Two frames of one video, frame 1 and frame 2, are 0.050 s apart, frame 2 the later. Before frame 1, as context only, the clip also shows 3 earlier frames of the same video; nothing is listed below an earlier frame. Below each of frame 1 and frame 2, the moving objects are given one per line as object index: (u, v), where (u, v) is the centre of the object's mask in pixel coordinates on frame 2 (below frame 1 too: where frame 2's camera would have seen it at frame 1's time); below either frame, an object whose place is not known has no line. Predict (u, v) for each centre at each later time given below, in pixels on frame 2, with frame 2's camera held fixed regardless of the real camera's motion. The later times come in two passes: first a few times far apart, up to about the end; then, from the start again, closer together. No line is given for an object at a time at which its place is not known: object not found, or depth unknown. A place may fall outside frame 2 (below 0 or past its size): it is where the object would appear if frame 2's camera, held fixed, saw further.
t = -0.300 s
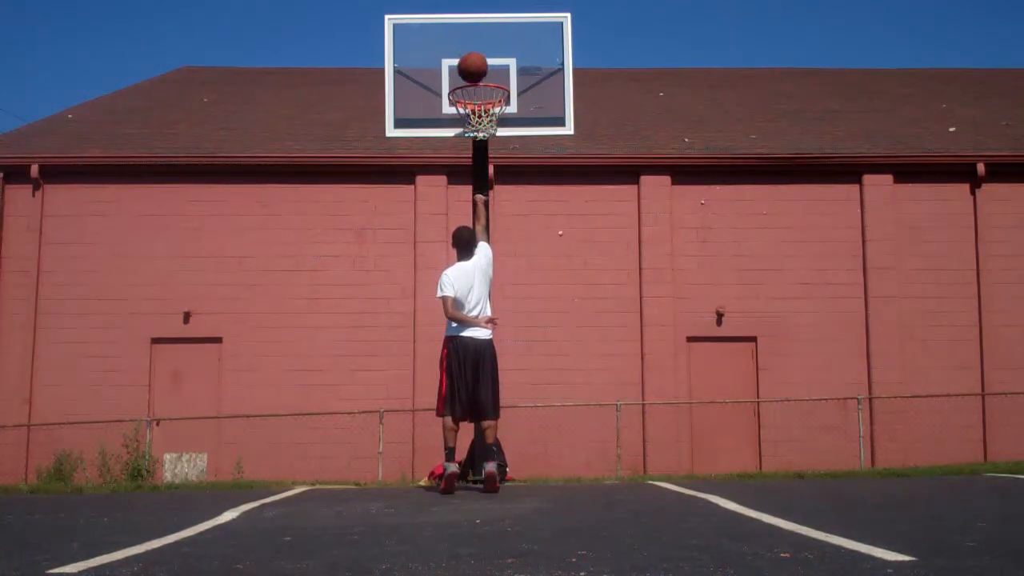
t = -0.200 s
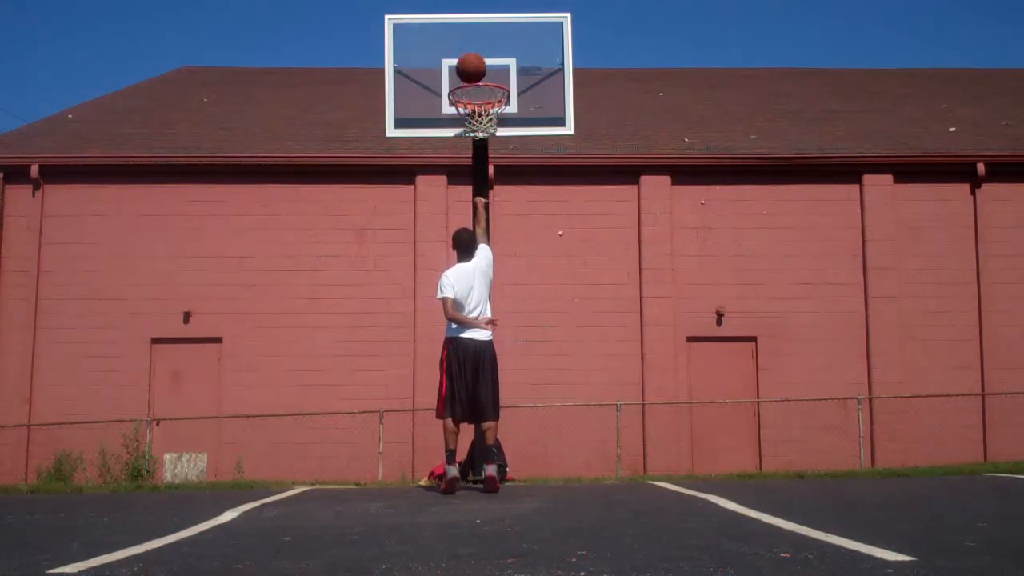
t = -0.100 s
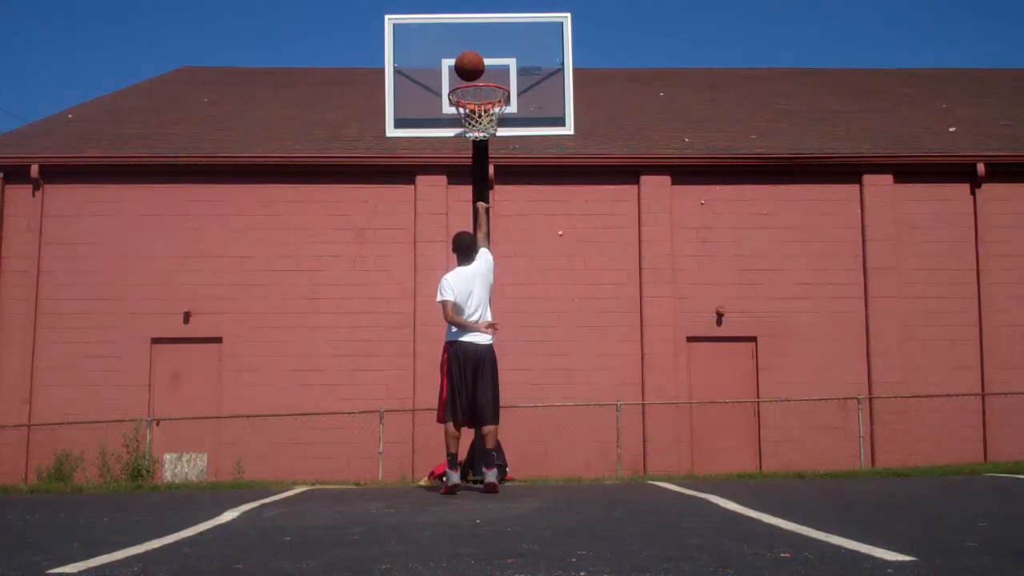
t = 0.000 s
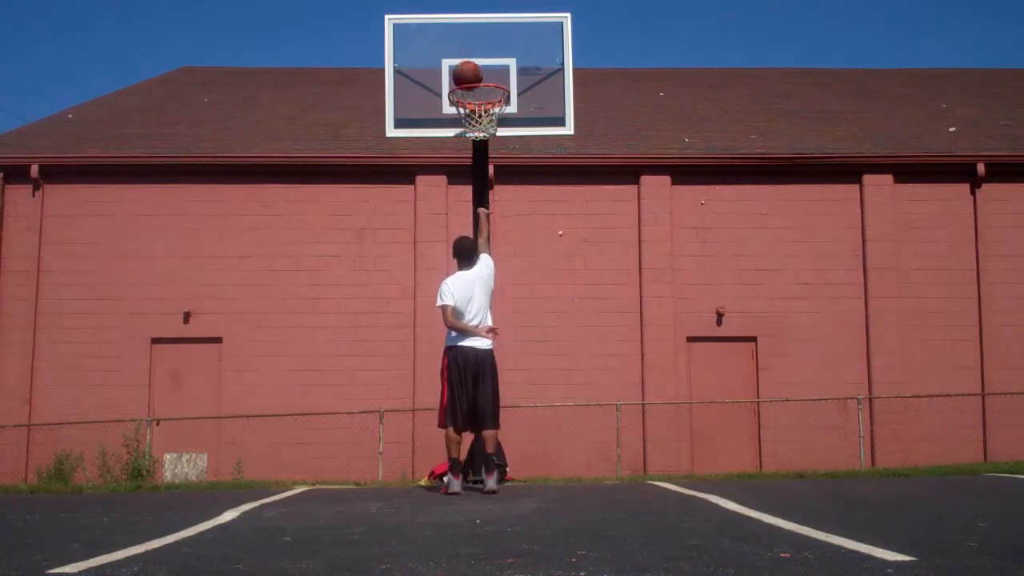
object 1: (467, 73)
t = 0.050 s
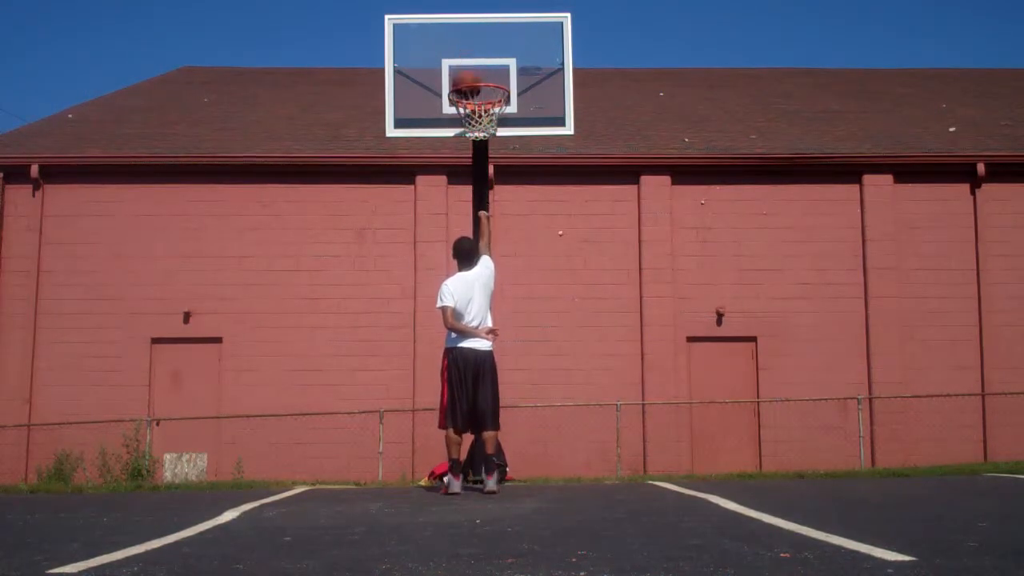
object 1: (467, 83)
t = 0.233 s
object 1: (473, 133)
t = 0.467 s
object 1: (495, 159)
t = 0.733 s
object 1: (523, 277)
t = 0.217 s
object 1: (469, 129)
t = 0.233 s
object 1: (473, 133)
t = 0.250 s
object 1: (475, 135)
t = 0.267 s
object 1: (475, 136)
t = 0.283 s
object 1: (476, 136)
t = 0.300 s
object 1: (479, 137)
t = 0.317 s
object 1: (480, 138)
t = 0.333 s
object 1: (481, 138)
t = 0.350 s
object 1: (483, 140)
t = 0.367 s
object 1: (484, 141)
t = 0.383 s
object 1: (486, 144)
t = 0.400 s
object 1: (487, 148)
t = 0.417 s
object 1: (489, 151)
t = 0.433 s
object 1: (491, 154)
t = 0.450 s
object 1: (492, 155)
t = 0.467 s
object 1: (495, 159)
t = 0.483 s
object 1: (497, 164)
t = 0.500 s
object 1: (498, 169)
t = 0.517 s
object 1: (500, 176)
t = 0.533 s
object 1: (502, 182)
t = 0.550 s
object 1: (503, 188)
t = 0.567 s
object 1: (505, 195)
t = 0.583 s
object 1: (507, 202)
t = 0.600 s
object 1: (509, 207)
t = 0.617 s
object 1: (511, 215)
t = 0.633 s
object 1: (512, 223)
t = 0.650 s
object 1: (514, 231)
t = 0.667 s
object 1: (516, 240)
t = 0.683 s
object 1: (518, 248)
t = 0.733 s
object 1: (523, 277)
